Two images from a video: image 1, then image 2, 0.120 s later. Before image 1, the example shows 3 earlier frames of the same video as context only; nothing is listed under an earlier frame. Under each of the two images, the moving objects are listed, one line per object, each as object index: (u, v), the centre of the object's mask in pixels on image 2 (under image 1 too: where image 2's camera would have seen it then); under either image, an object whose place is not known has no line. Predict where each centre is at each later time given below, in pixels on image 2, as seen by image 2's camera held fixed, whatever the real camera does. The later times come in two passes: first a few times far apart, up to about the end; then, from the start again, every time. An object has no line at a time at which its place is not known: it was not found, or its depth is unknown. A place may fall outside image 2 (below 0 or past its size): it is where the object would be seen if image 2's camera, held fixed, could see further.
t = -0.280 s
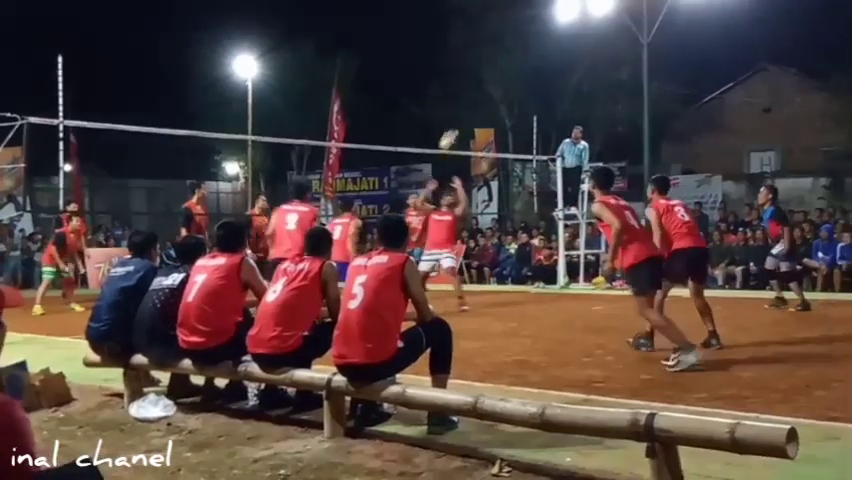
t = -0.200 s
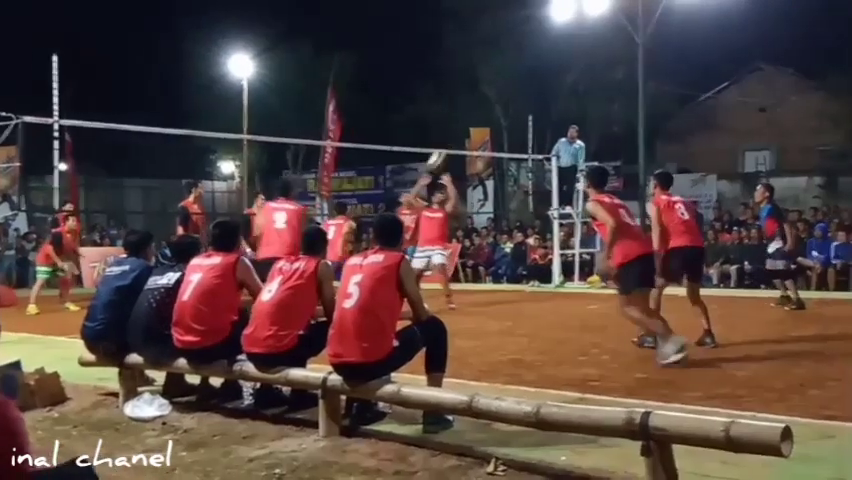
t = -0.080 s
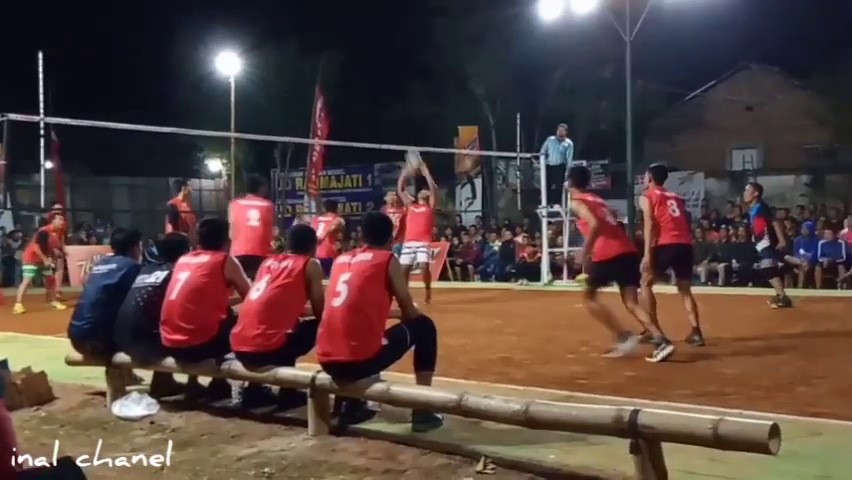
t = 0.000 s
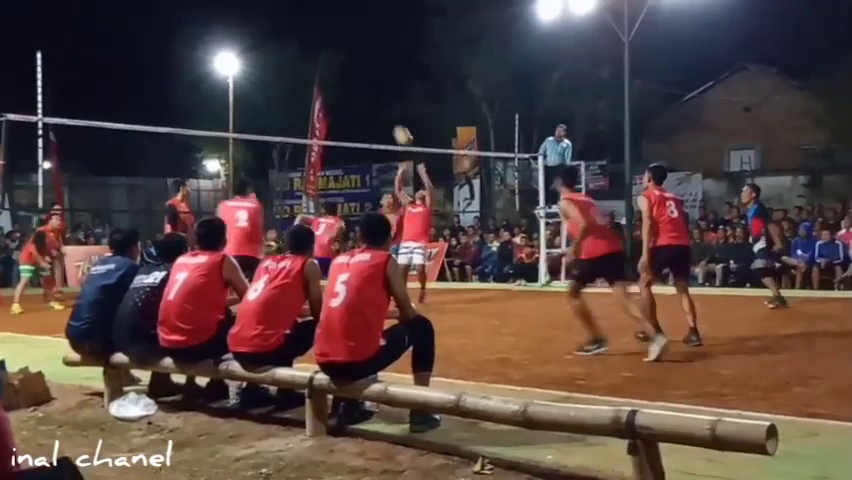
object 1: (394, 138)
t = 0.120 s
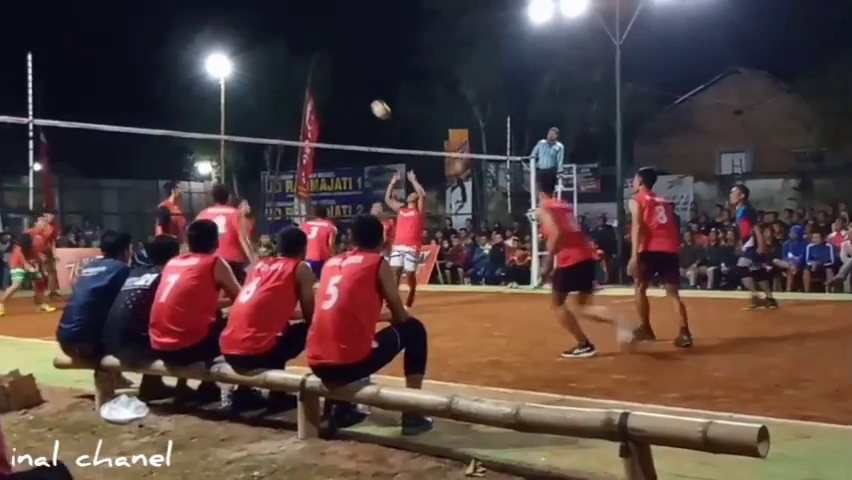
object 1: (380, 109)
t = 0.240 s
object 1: (366, 90)
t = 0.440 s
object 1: (343, 82)
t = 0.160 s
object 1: (375, 102)
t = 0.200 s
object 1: (371, 96)
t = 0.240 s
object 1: (366, 90)
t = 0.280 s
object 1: (362, 86)
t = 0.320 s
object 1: (357, 84)
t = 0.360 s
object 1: (352, 82)
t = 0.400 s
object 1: (348, 81)
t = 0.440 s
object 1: (343, 82)
